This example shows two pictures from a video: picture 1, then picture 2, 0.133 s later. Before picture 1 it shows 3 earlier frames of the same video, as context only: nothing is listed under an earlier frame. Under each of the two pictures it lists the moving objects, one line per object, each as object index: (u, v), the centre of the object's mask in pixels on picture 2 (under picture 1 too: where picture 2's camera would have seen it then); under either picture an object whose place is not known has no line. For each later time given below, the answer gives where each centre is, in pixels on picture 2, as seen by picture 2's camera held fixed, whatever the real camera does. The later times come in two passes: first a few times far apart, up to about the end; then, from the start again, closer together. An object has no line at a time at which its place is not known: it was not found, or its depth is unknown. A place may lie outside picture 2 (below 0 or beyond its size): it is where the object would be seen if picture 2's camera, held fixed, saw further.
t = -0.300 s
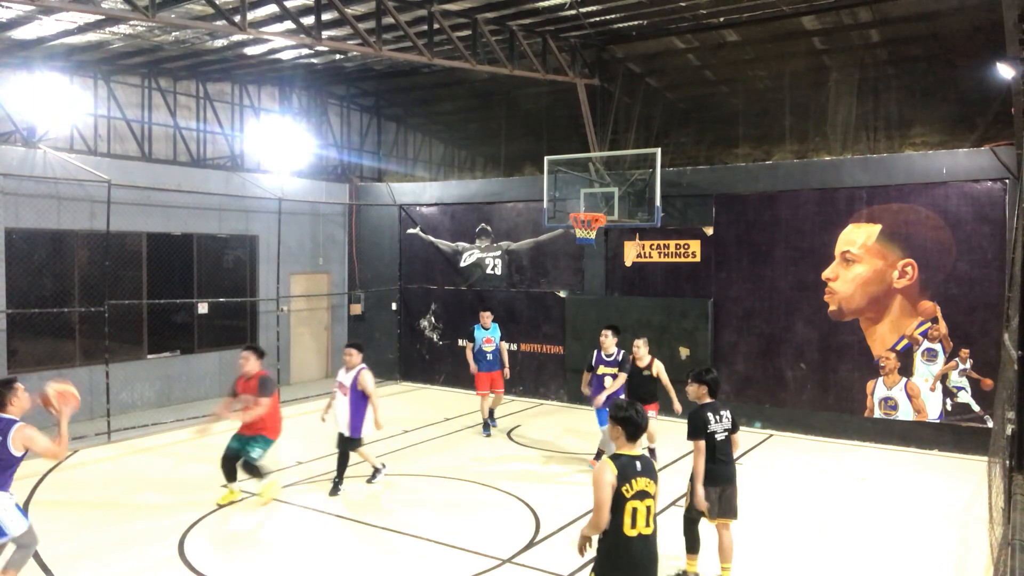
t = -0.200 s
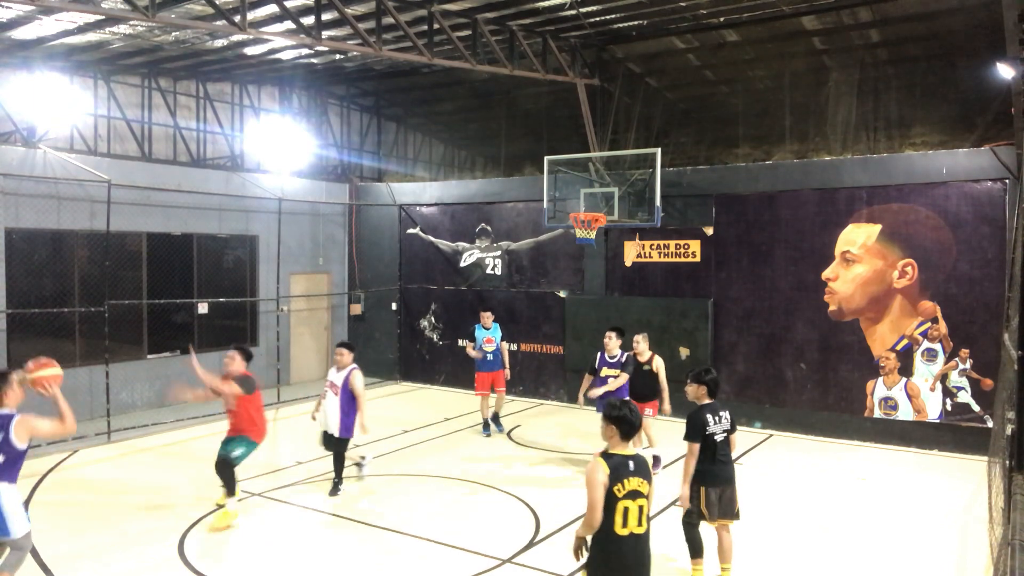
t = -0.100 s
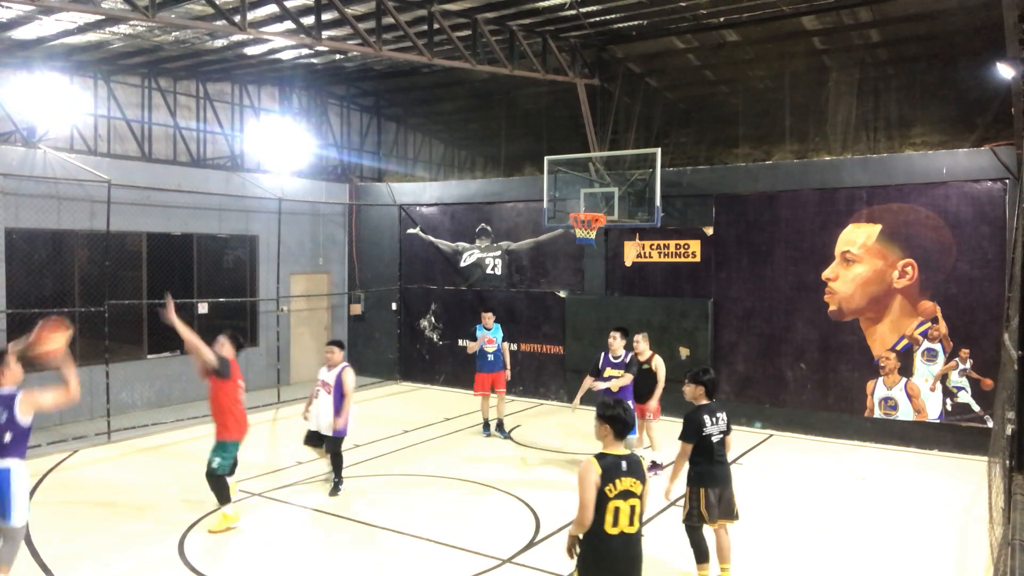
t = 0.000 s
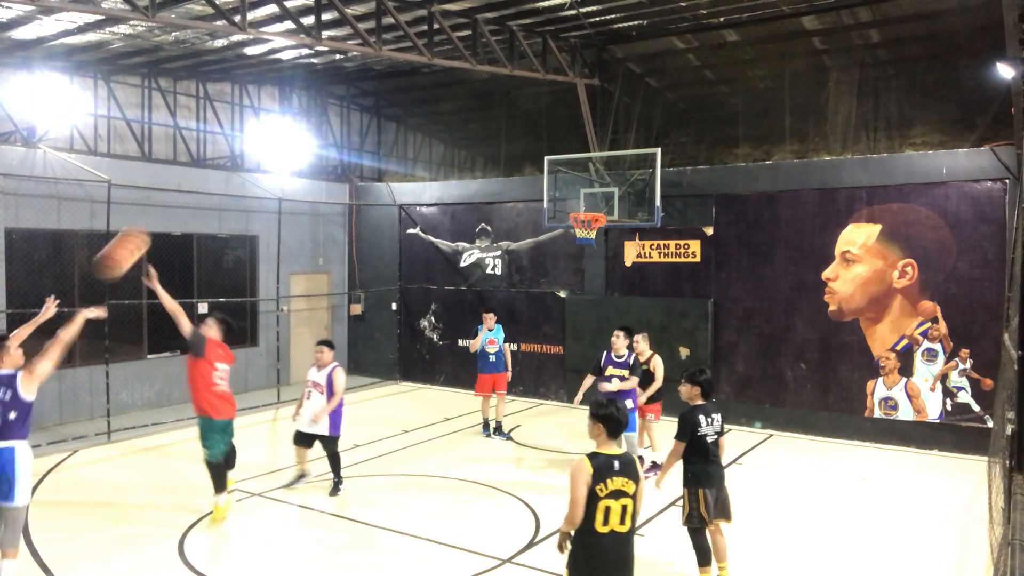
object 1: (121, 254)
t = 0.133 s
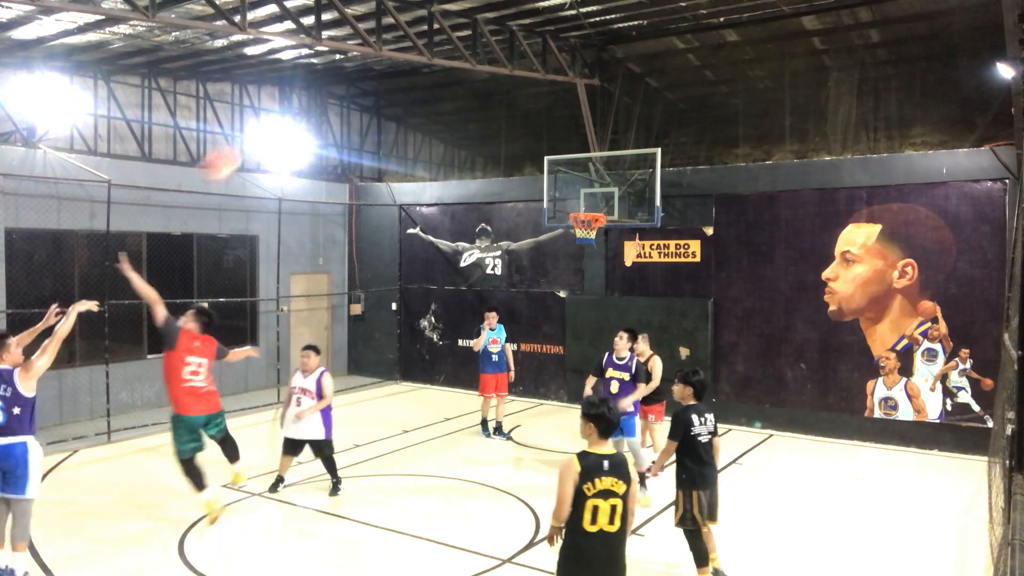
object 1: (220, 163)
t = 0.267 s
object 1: (305, 108)
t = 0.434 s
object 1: (385, 82)
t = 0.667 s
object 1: (475, 91)
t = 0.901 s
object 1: (544, 137)
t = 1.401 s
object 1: (531, 170)
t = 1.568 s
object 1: (490, 170)
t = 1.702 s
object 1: (459, 185)
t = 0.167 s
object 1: (233, 155)
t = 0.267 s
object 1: (305, 108)
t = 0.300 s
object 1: (321, 101)
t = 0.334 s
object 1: (337, 95)
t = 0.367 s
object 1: (354, 89)
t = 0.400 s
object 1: (370, 85)
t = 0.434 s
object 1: (385, 82)
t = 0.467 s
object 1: (399, 80)
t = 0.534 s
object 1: (426, 80)
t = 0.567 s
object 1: (439, 81)
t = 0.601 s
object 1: (451, 84)
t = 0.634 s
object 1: (463, 87)
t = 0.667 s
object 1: (475, 91)
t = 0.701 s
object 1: (486, 96)
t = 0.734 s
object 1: (496, 101)
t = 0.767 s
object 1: (506, 107)
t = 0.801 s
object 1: (516, 114)
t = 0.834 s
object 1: (526, 121)
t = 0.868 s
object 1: (535, 129)
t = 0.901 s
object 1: (544, 137)
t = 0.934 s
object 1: (553, 145)
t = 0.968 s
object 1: (560, 155)
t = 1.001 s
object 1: (569, 166)
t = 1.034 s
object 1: (576, 175)
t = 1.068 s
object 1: (584, 187)
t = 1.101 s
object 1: (591, 199)
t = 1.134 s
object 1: (595, 206)
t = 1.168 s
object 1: (590, 203)
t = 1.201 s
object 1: (580, 195)
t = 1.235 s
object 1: (571, 189)
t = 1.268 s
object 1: (564, 184)
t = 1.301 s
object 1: (555, 179)
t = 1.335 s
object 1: (547, 176)
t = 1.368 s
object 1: (537, 172)
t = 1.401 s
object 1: (531, 170)
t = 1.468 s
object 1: (514, 168)
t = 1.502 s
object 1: (506, 169)
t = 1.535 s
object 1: (498, 169)
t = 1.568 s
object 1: (490, 170)
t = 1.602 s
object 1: (482, 172)
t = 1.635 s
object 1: (475, 175)
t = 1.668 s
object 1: (467, 179)
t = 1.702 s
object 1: (459, 185)
